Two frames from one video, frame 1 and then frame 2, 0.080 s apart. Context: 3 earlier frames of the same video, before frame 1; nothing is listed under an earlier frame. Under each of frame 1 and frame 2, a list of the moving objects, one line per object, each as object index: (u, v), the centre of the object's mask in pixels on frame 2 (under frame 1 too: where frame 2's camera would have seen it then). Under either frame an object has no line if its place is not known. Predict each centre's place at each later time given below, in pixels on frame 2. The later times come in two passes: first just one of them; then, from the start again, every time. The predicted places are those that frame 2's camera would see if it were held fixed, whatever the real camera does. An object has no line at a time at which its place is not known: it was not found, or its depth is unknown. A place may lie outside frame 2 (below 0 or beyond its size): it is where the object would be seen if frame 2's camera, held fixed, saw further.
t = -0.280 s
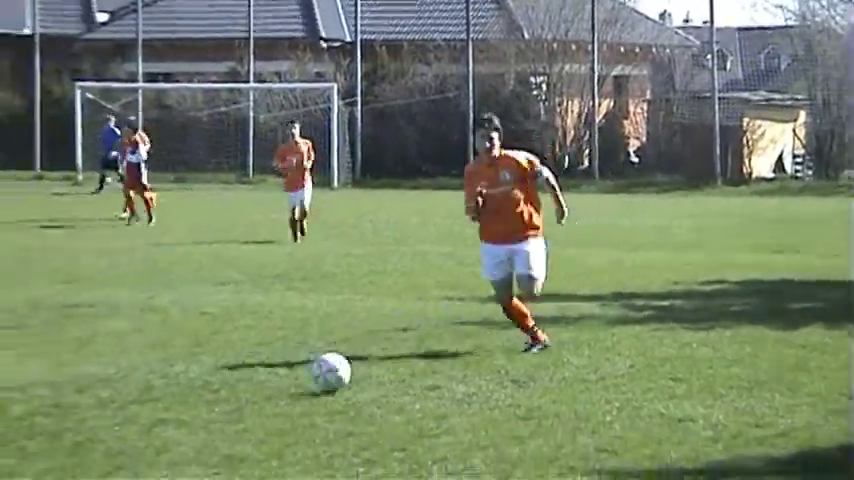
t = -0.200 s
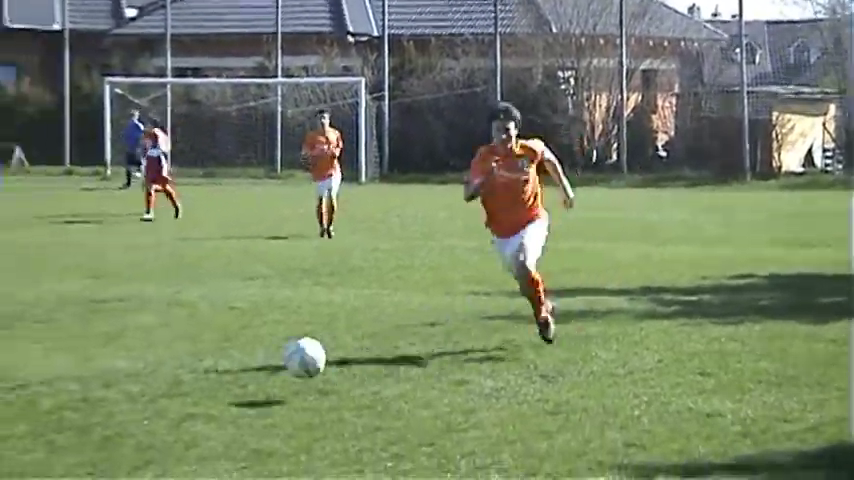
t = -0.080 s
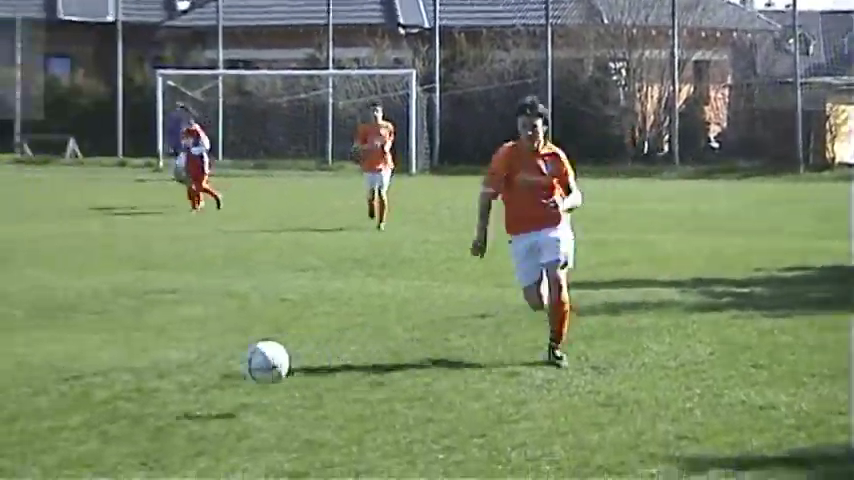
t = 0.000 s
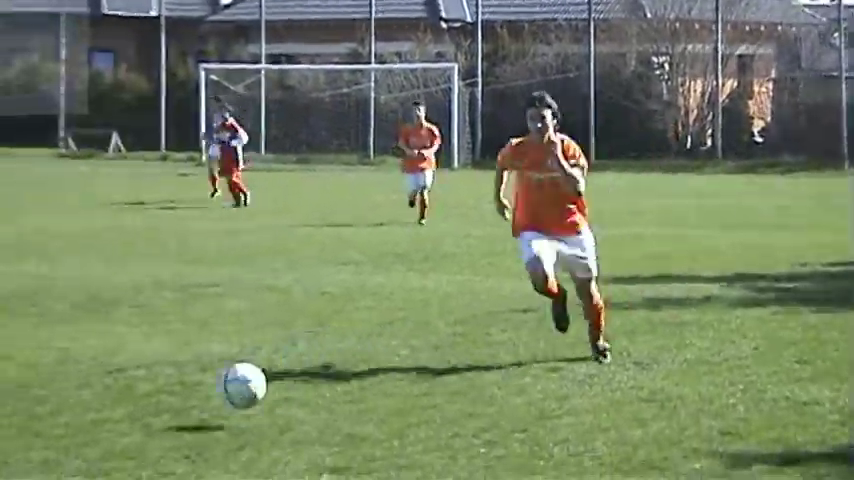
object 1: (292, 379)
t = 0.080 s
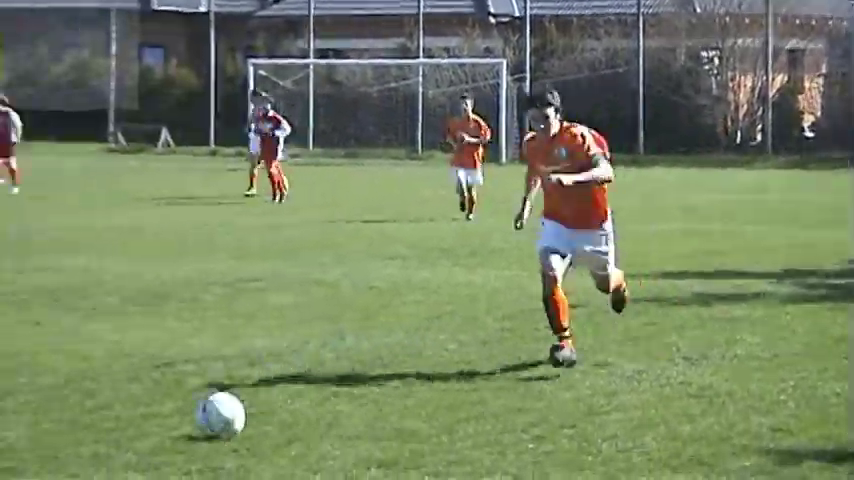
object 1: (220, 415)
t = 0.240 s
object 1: (66, 438)
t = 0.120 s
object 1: (184, 415)
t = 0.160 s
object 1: (148, 419)
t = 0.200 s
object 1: (108, 425)
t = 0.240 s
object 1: (66, 438)
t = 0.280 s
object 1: (22, 455)
